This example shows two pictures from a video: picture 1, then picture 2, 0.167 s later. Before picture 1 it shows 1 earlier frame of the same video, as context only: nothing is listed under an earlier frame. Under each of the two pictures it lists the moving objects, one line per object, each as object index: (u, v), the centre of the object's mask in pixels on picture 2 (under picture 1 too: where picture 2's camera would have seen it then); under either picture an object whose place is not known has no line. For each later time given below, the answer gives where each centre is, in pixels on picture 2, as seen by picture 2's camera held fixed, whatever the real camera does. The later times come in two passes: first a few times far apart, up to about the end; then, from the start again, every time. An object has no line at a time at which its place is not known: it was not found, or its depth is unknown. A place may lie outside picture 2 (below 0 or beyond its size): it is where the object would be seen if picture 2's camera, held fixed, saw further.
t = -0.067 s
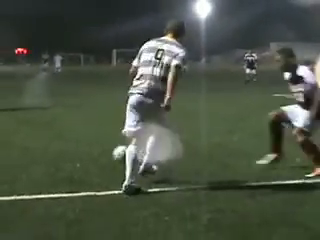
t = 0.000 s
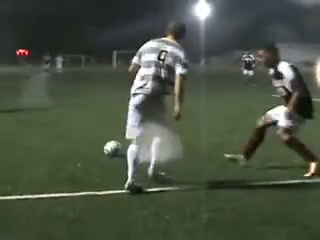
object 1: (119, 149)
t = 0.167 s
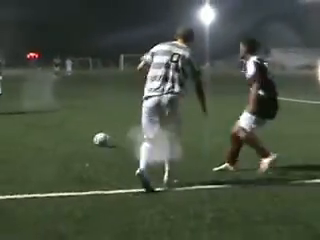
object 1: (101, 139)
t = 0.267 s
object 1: (93, 134)
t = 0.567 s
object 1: (77, 123)
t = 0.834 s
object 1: (69, 119)
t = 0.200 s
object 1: (98, 137)
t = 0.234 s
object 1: (96, 135)
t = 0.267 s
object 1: (93, 134)
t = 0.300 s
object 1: (90, 133)
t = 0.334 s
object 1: (88, 131)
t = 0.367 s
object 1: (86, 129)
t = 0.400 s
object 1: (85, 129)
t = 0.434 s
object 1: (84, 128)
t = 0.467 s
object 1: (81, 126)
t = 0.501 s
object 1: (79, 125)
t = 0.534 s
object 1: (78, 125)
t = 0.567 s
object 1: (77, 123)
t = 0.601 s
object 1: (76, 122)
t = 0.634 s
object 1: (74, 122)
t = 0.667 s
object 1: (73, 121)
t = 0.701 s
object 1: (73, 121)
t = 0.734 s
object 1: (72, 120)
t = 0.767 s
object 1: (71, 119)
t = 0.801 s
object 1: (70, 119)
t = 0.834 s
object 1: (69, 119)
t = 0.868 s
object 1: (69, 119)
